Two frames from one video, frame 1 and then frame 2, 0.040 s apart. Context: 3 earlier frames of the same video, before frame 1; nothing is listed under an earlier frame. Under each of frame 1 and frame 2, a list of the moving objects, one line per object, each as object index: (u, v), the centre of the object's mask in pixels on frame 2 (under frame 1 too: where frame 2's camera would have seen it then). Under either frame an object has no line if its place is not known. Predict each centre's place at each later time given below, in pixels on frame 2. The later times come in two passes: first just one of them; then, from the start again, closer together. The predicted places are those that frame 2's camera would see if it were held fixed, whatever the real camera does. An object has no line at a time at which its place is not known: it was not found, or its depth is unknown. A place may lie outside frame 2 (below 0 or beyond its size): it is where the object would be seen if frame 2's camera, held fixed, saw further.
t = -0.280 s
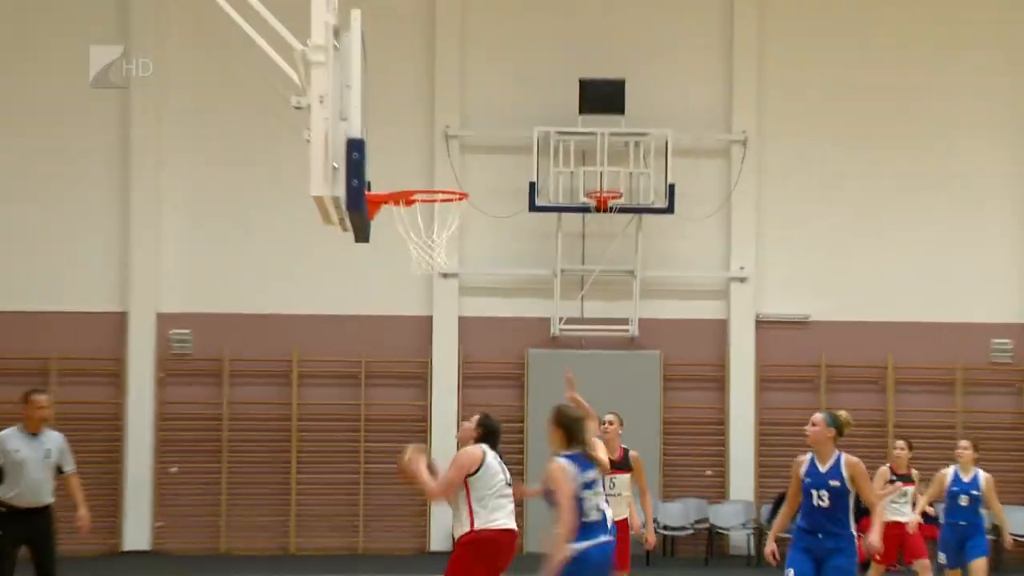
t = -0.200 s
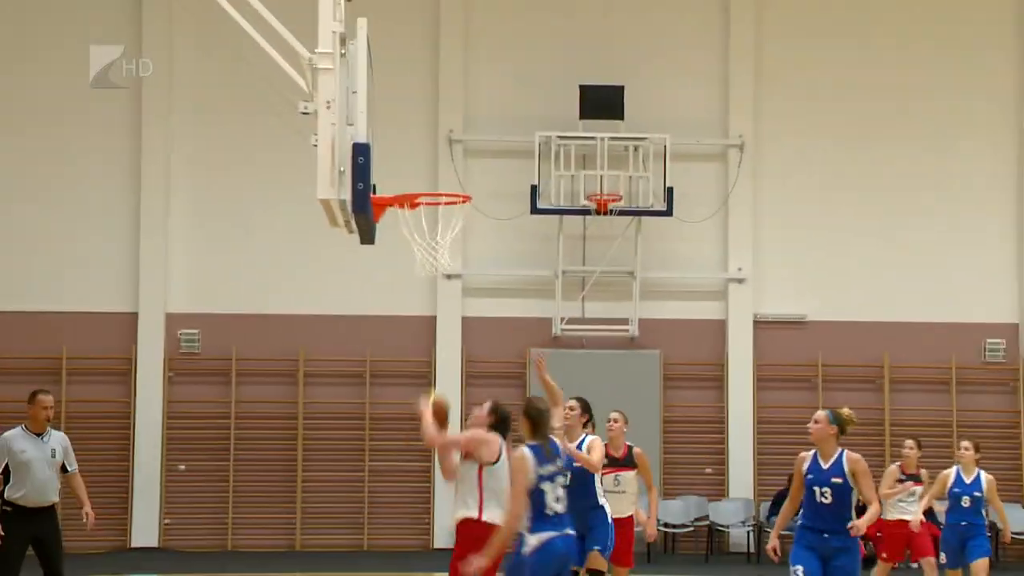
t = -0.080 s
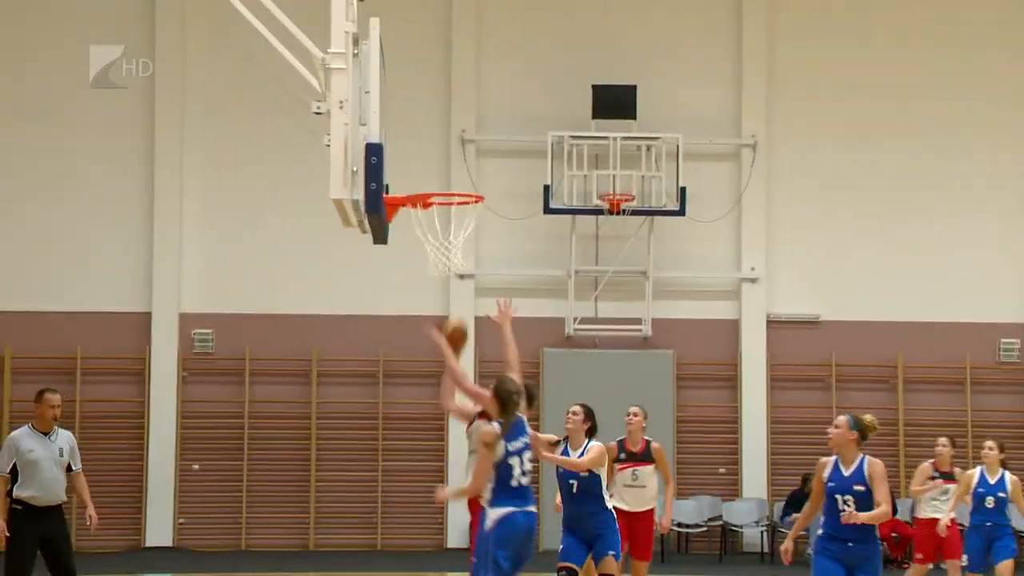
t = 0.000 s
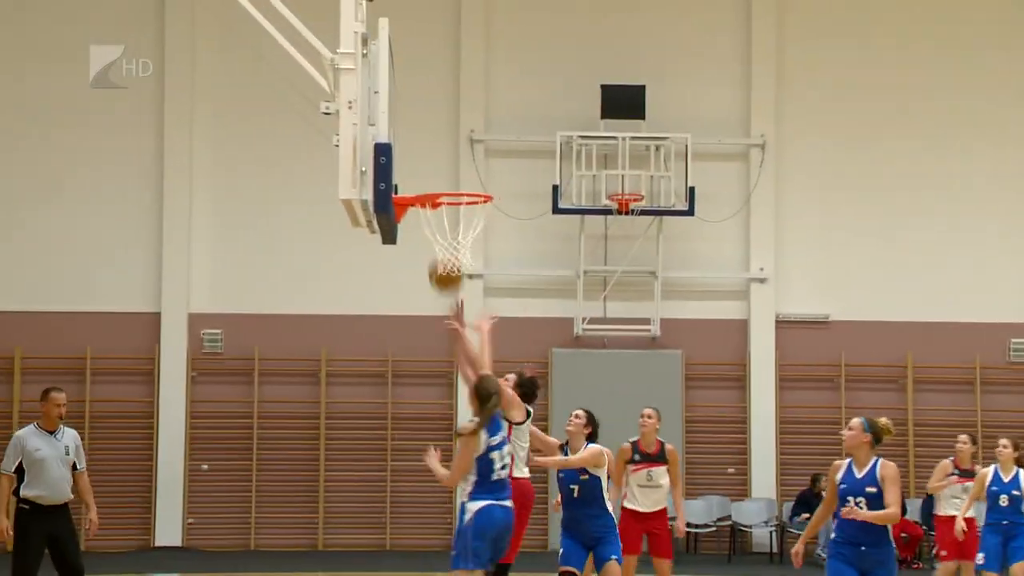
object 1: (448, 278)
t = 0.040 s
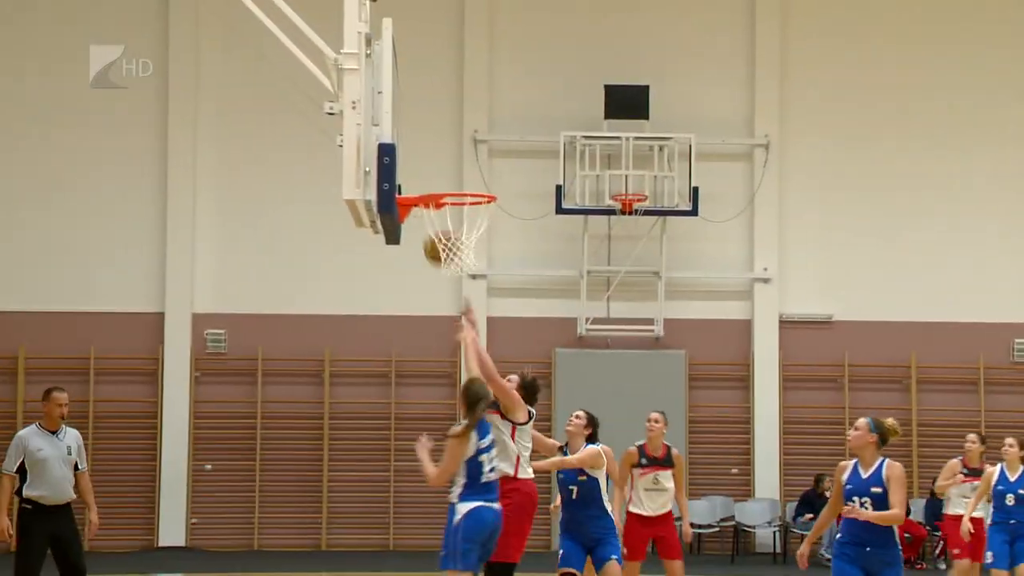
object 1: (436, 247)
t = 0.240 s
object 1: (418, 160)
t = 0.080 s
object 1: (431, 224)
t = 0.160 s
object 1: (416, 179)
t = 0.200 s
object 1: (414, 167)
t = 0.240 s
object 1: (418, 160)
